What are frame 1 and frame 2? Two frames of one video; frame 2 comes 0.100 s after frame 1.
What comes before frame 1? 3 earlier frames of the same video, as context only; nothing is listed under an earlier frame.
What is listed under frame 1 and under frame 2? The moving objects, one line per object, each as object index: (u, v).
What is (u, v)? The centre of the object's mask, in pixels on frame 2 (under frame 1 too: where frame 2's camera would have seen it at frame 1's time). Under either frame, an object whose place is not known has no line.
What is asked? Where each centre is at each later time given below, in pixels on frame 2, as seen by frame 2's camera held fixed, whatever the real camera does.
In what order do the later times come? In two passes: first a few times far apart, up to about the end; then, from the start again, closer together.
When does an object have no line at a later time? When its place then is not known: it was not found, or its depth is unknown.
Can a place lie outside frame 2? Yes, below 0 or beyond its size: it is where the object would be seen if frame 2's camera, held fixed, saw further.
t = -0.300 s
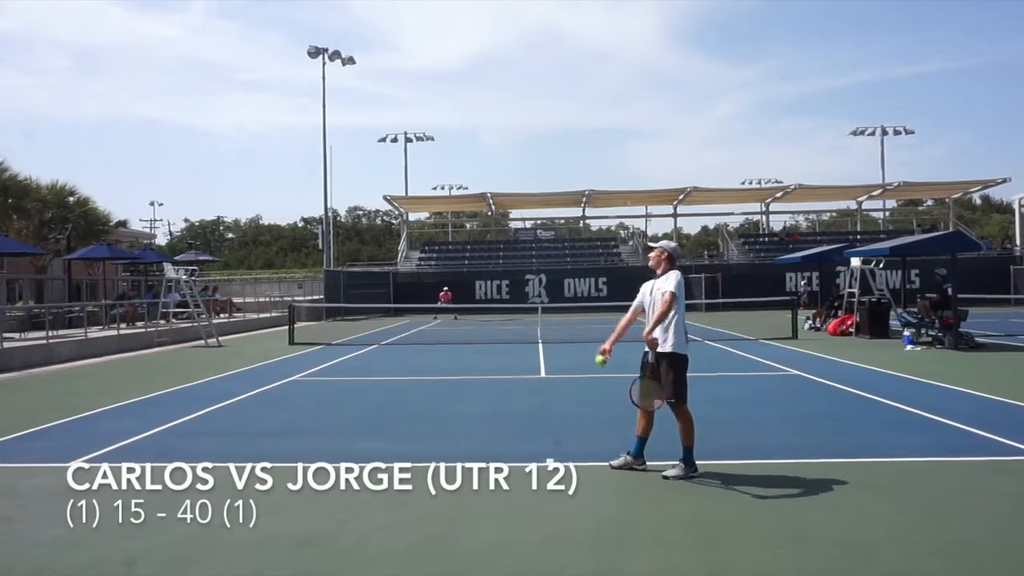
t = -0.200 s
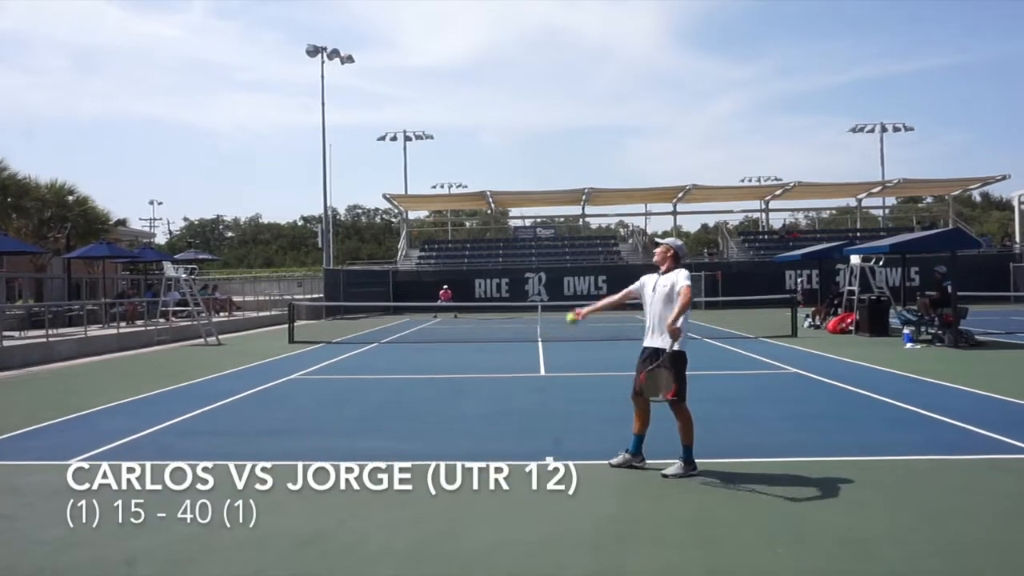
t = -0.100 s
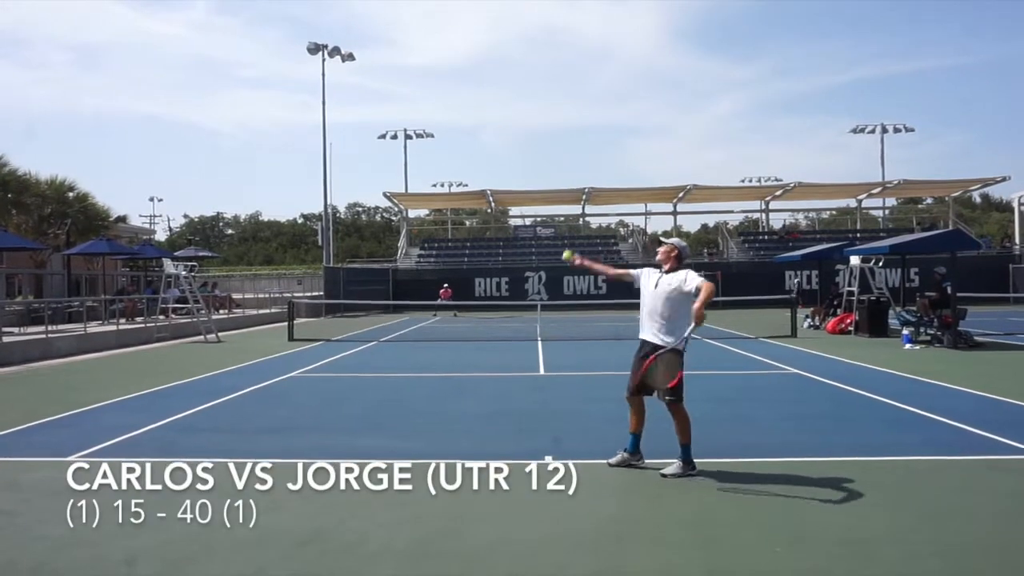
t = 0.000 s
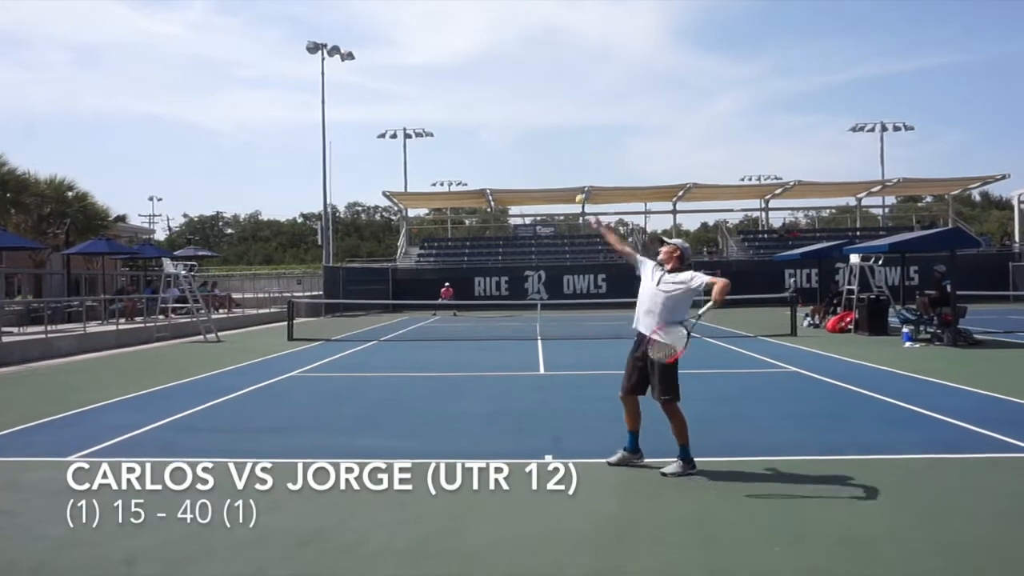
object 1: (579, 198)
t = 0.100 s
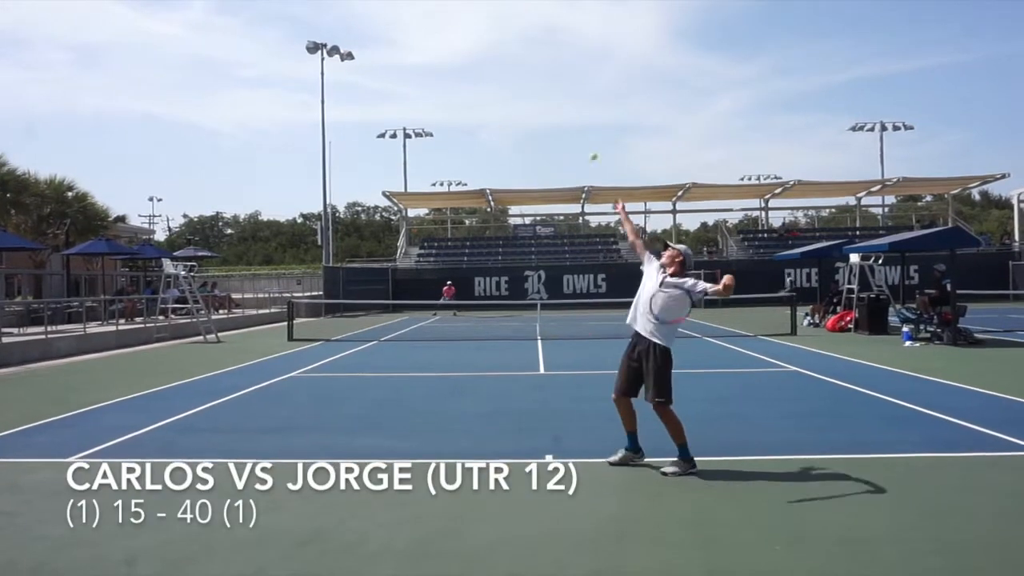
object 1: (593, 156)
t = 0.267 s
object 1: (615, 111)
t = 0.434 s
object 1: (638, 99)
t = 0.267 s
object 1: (615, 111)
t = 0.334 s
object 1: (625, 102)
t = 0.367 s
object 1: (629, 100)
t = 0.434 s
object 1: (638, 99)
